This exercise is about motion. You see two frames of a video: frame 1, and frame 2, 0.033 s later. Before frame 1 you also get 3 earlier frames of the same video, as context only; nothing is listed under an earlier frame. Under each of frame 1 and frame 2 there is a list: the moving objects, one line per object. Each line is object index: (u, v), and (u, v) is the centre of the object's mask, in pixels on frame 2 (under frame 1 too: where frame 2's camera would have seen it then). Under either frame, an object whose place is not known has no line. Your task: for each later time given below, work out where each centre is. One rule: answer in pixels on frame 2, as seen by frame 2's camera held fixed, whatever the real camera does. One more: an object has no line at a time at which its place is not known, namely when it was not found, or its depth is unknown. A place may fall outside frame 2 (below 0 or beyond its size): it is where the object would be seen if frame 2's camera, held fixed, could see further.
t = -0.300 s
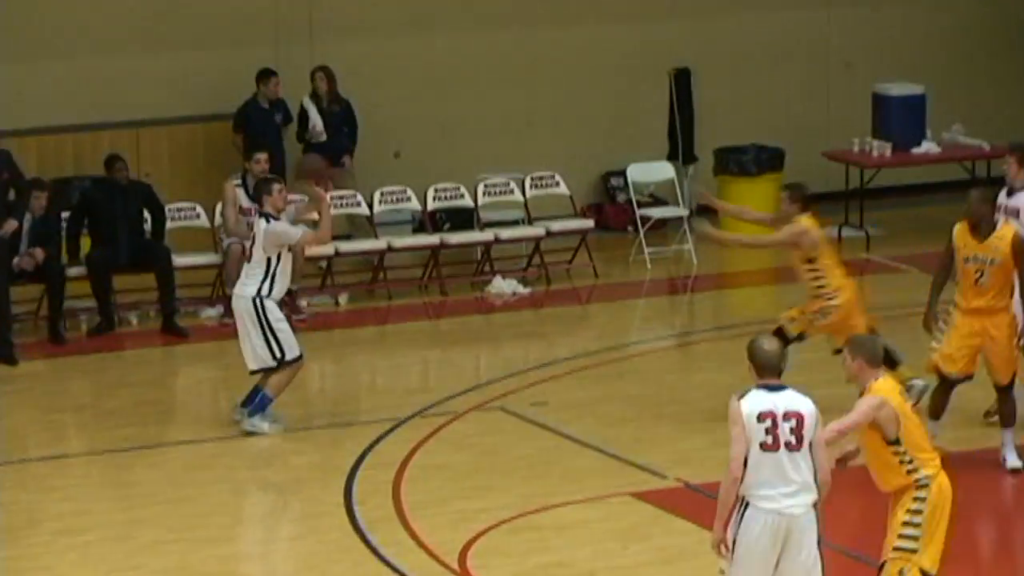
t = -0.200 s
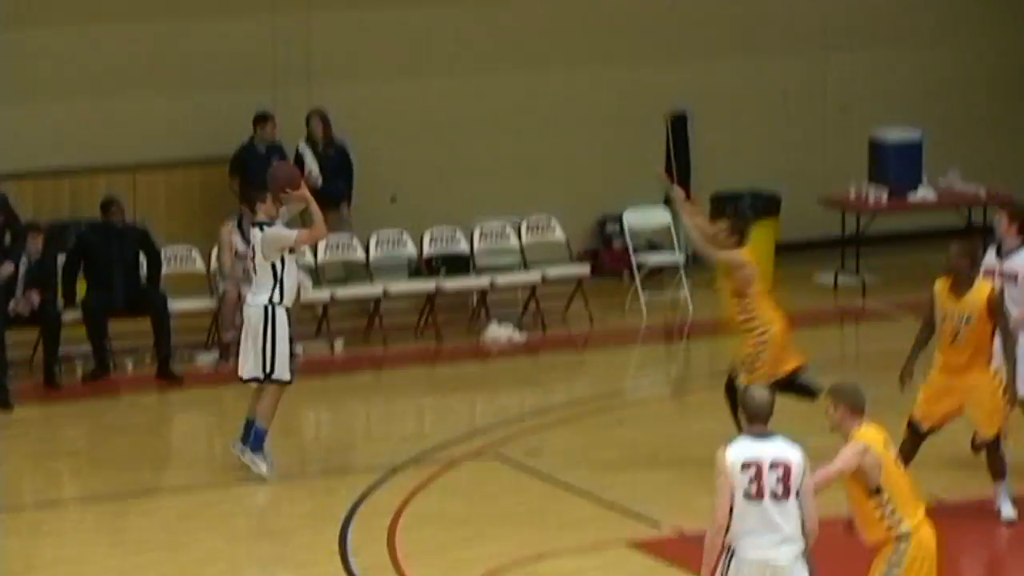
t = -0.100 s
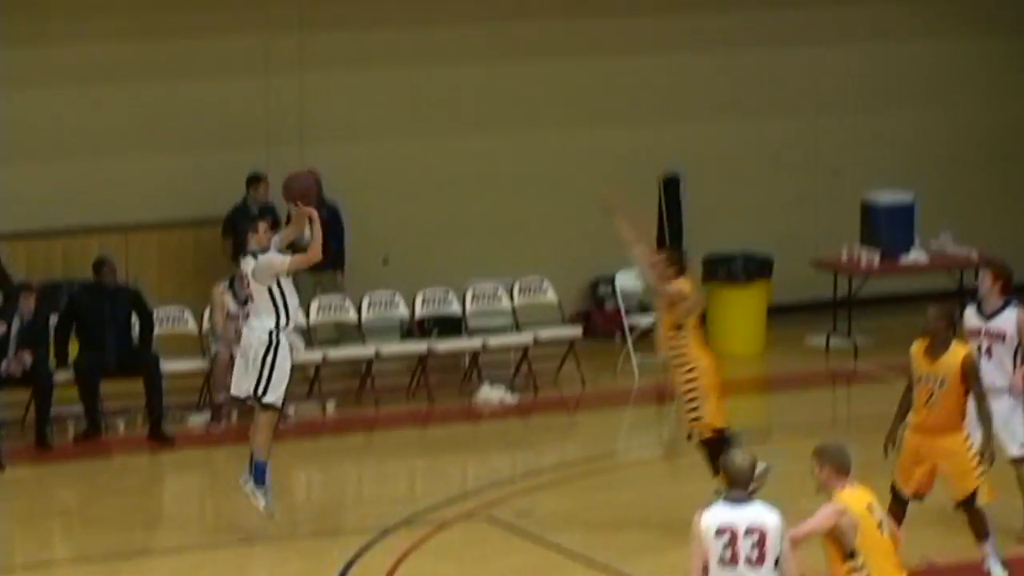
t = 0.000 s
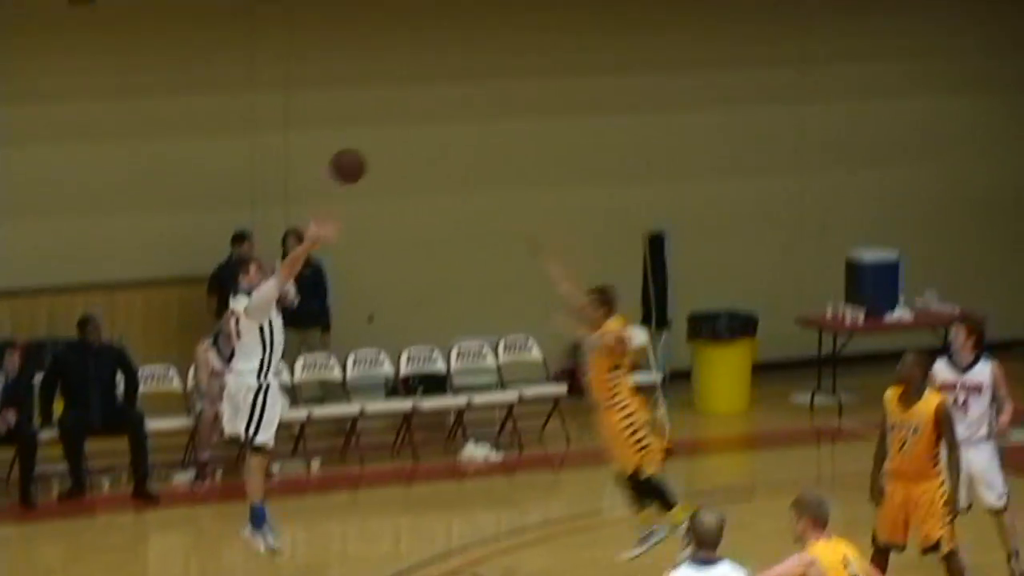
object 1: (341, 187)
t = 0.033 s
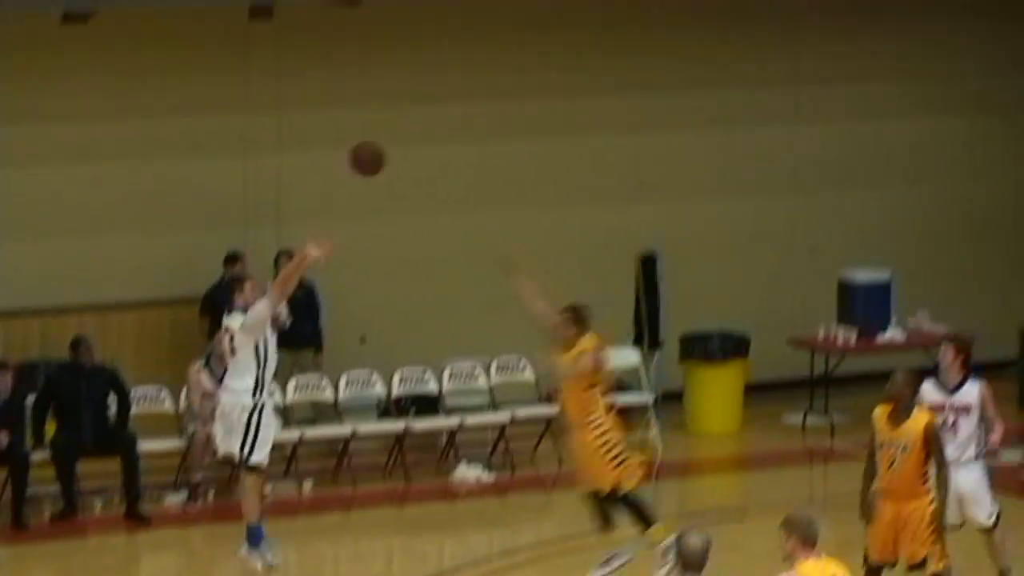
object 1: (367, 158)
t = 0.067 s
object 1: (393, 131)
